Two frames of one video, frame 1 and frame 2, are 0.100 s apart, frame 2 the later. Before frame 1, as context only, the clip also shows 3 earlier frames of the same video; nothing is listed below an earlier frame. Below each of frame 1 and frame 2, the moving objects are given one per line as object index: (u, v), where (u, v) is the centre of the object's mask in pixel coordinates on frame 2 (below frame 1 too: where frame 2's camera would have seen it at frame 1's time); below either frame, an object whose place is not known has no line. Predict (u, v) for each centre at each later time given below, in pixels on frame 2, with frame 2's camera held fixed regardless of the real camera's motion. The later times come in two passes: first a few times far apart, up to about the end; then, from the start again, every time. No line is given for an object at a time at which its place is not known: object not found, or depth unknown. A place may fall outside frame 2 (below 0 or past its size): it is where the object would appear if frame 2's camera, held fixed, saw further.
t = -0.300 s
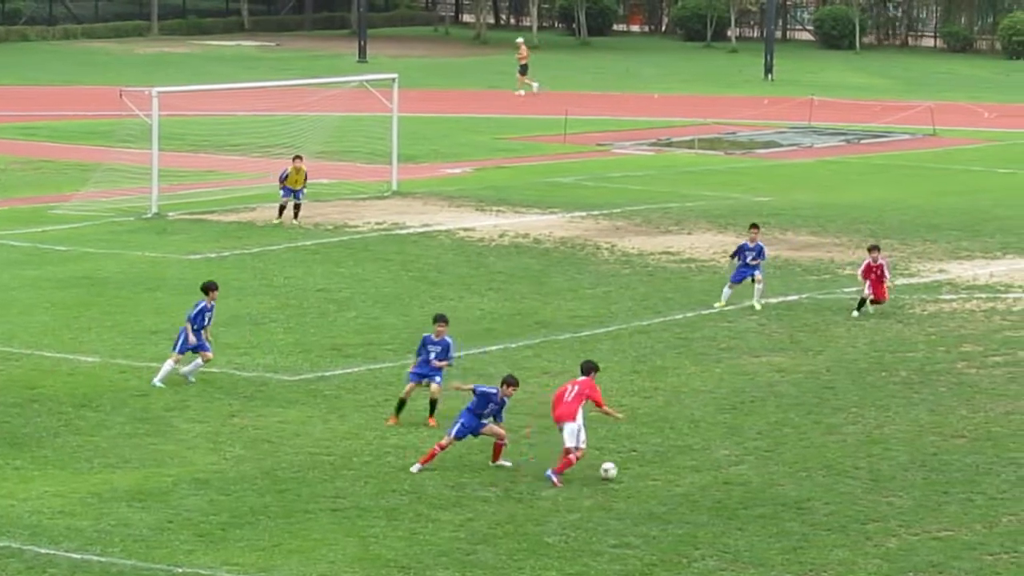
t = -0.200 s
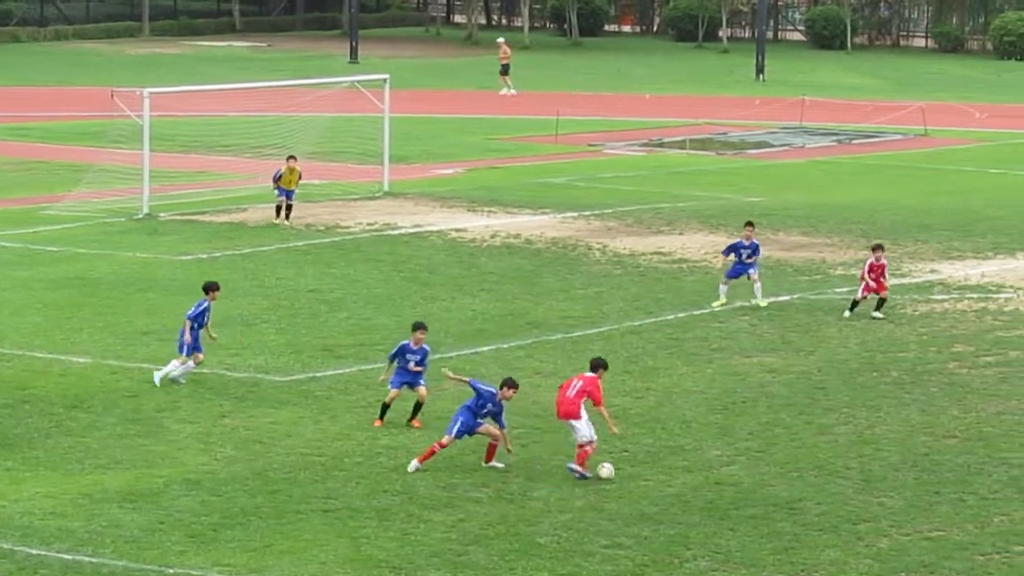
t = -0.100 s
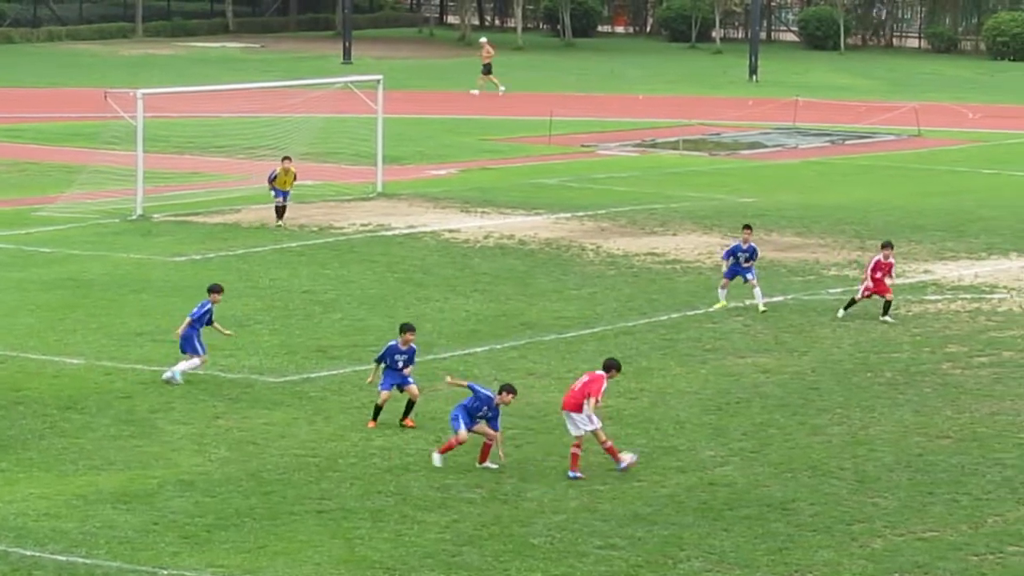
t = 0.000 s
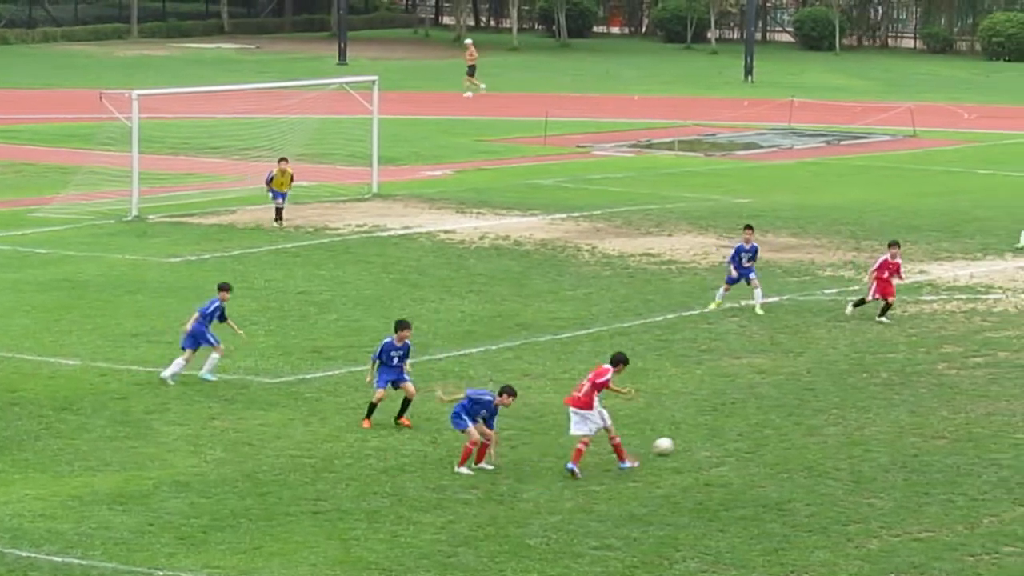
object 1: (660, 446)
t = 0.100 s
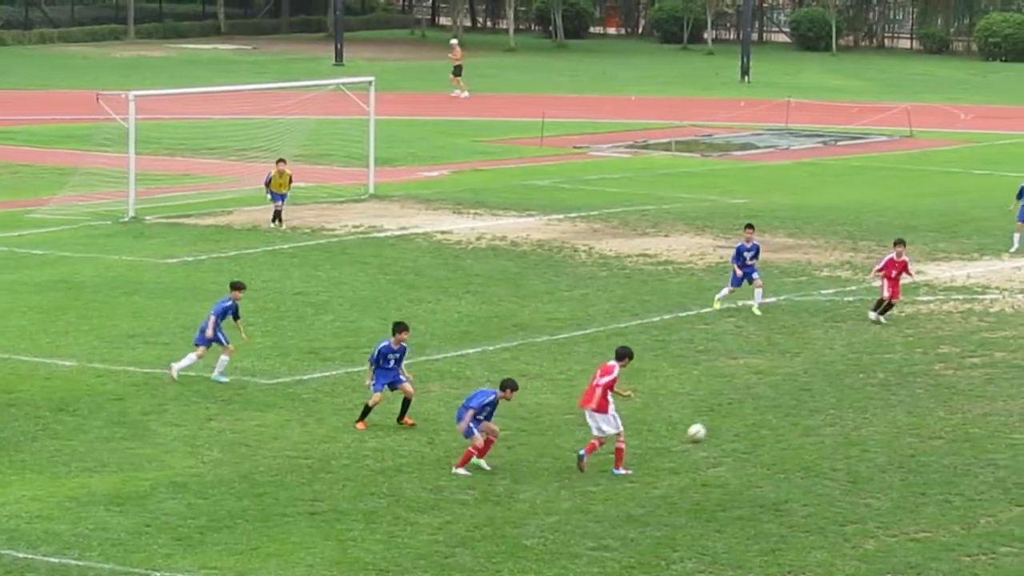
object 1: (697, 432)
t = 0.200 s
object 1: (726, 414)
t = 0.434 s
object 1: (781, 397)
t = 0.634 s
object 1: (811, 381)
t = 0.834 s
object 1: (835, 370)
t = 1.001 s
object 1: (852, 355)
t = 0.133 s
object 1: (706, 425)
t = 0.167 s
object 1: (716, 419)
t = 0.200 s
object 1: (726, 414)
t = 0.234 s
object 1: (735, 410)
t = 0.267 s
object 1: (744, 407)
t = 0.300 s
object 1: (752, 405)
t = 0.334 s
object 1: (761, 405)
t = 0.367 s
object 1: (768, 404)
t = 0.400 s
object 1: (776, 402)
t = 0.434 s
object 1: (781, 397)
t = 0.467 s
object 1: (786, 392)
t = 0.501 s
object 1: (792, 388)
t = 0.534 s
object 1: (797, 385)
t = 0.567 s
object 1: (802, 383)
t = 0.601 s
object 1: (807, 382)
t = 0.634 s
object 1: (811, 381)
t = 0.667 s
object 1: (816, 382)
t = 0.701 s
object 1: (821, 380)
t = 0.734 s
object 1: (825, 376)
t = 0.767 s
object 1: (828, 372)
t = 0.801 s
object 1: (832, 371)
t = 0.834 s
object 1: (835, 370)
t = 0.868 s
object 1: (839, 370)
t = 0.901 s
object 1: (842, 369)
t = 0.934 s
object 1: (846, 363)
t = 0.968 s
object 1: (850, 358)
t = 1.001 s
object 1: (852, 355)
